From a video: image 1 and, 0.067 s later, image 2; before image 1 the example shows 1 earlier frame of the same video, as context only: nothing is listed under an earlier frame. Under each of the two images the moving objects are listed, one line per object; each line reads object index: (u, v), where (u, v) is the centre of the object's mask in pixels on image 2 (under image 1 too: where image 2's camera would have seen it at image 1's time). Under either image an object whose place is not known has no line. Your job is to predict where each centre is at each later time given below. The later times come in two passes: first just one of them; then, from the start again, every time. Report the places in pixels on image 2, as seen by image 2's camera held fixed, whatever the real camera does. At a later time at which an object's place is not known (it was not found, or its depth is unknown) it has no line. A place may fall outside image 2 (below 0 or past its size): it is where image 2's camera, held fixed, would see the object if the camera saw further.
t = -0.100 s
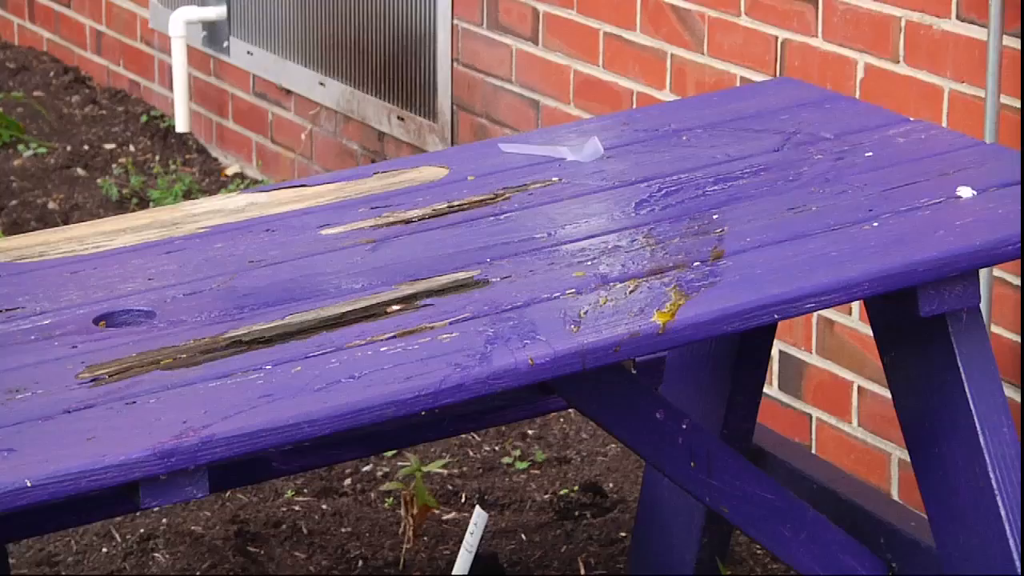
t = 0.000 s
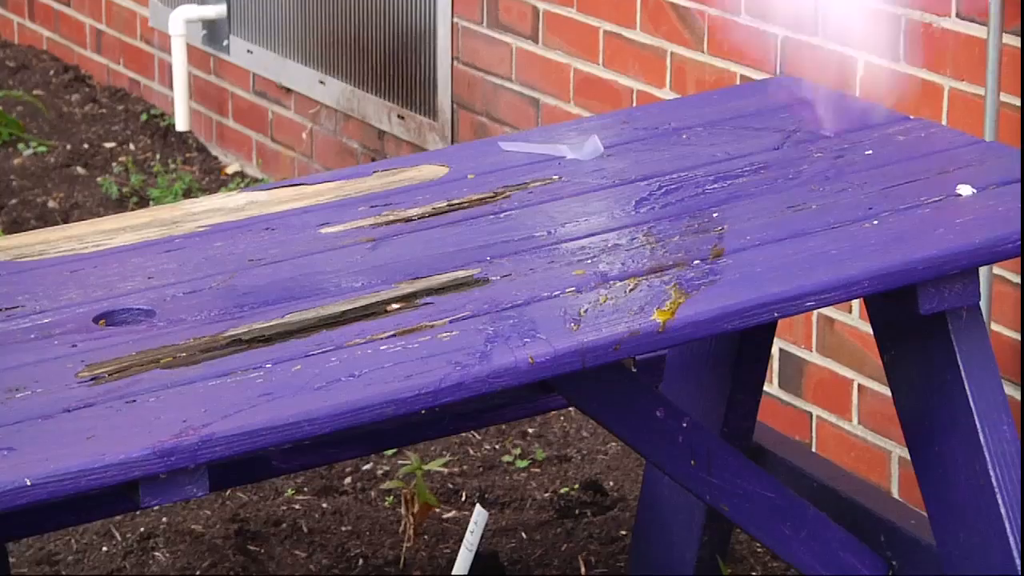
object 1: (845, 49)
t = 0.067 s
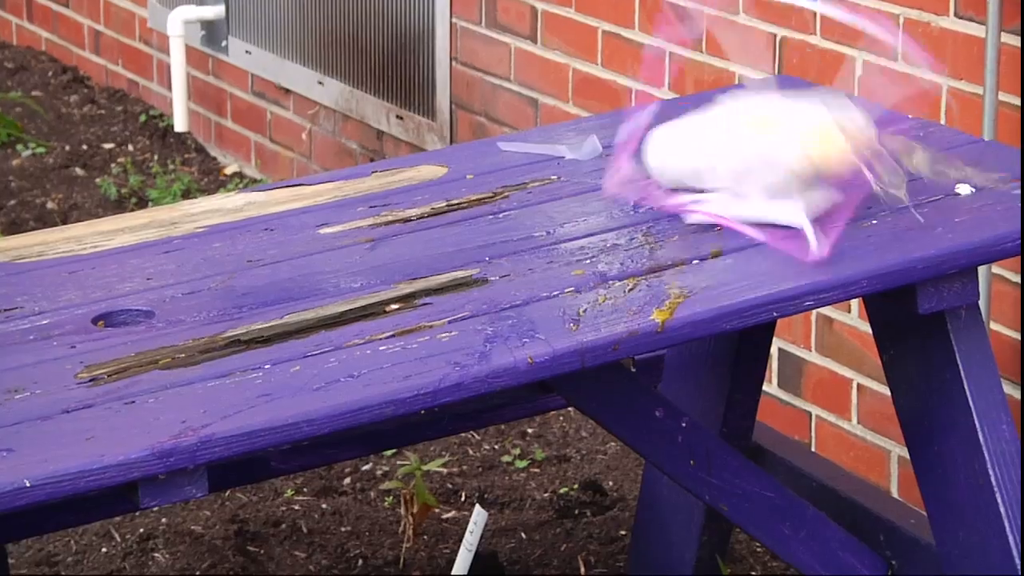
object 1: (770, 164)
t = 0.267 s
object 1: (579, 146)
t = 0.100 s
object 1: (703, 128)
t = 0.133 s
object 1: (656, 118)
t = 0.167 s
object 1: (633, 122)
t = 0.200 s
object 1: (616, 127)
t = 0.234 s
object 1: (599, 134)
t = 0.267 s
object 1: (579, 146)
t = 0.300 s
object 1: (549, 157)
